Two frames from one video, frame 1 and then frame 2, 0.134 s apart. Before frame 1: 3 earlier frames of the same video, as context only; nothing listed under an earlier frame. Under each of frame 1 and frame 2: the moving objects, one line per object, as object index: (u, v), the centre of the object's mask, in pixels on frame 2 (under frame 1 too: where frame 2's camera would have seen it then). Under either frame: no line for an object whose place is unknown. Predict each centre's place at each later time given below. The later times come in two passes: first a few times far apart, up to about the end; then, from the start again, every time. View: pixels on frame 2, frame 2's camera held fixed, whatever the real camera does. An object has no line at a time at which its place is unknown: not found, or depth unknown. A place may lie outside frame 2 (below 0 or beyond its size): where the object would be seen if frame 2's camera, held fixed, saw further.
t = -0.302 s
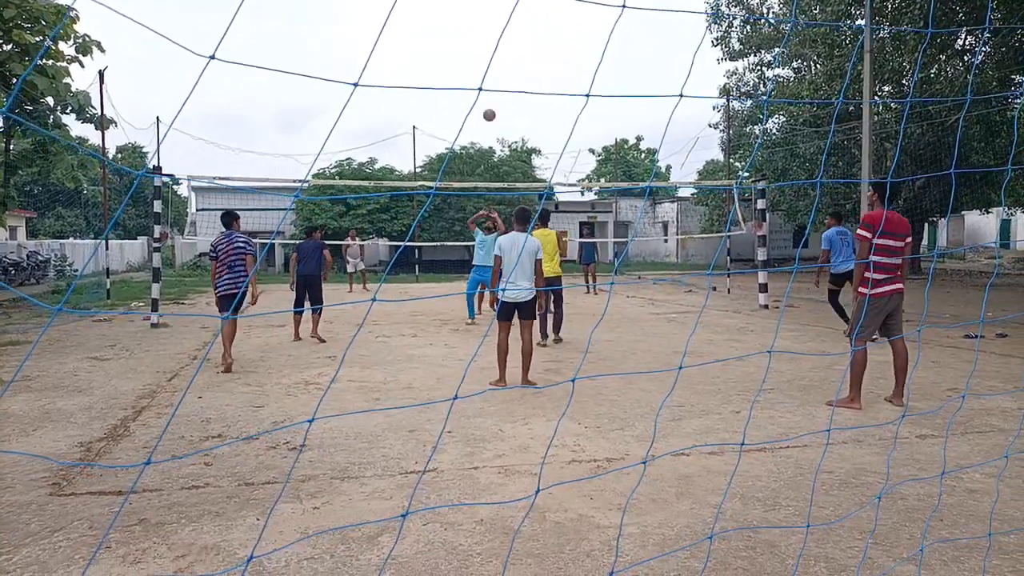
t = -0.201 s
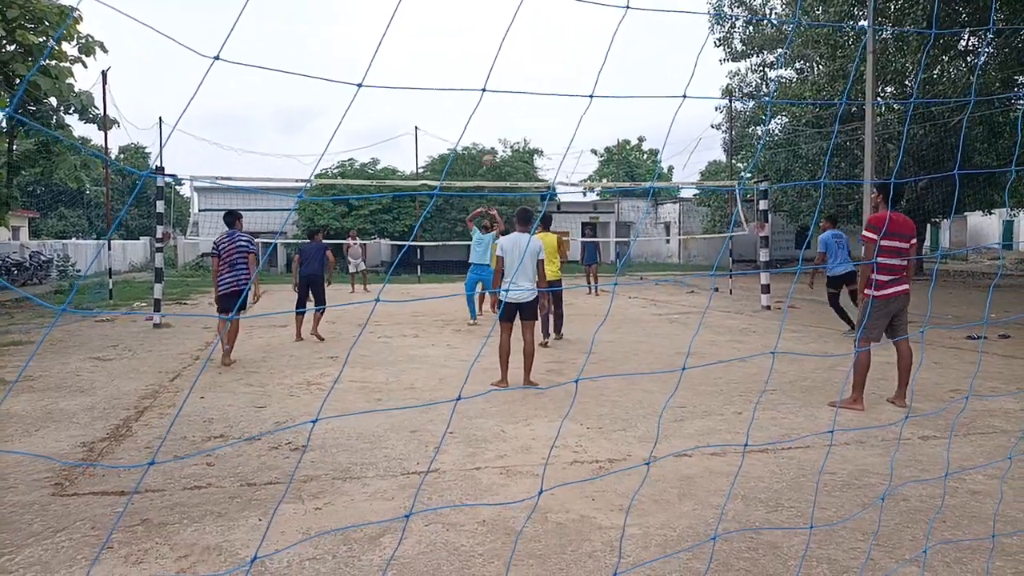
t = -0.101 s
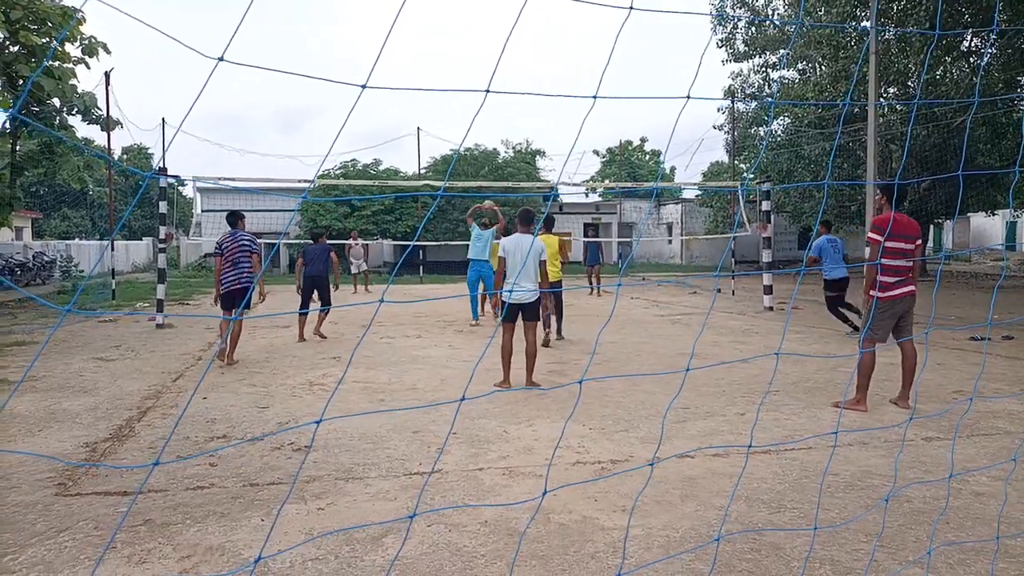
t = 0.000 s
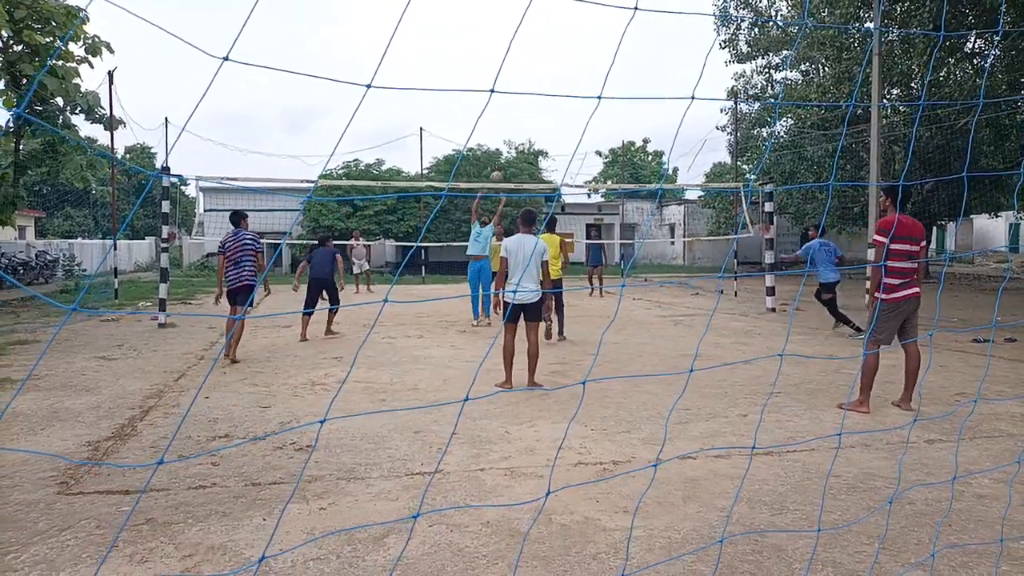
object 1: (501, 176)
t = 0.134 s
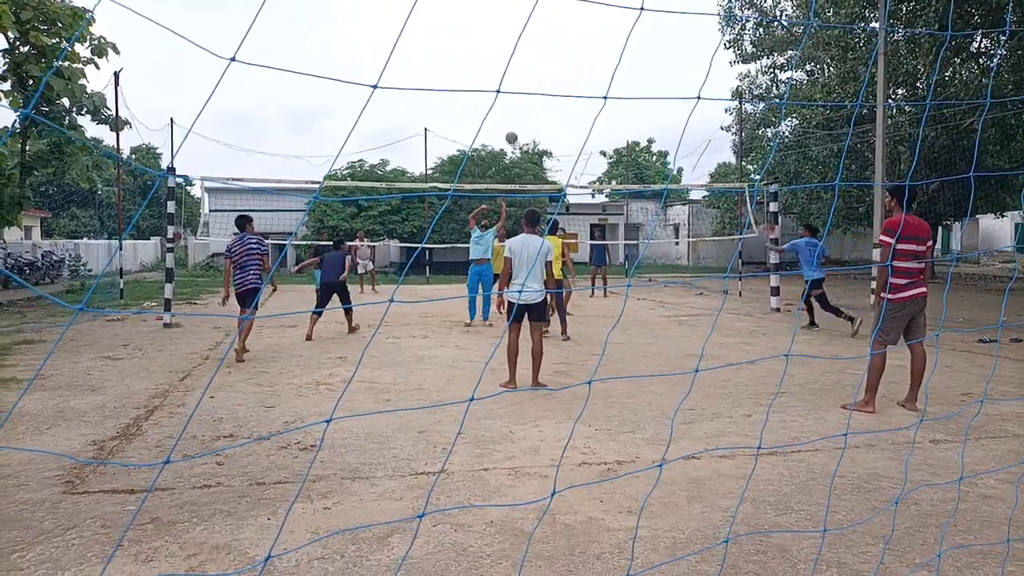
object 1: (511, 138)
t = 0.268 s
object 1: (521, 109)
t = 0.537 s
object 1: (542, 83)
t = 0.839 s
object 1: (564, 103)
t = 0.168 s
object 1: (514, 129)
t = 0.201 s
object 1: (516, 122)
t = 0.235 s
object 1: (518, 115)
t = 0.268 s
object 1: (521, 109)
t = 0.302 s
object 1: (523, 103)
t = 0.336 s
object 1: (526, 98)
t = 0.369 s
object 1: (528, 94)
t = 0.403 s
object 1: (531, 90)
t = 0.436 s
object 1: (533, 87)
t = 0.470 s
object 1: (536, 85)
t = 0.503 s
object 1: (539, 84)
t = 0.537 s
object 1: (542, 83)
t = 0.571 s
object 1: (543, 82)
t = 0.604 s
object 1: (545, 83)
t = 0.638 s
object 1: (547, 83)
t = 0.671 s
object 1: (550, 85)
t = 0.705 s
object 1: (553, 87)
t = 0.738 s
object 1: (556, 90)
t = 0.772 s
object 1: (558, 94)
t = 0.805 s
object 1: (561, 98)
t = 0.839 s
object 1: (564, 103)
